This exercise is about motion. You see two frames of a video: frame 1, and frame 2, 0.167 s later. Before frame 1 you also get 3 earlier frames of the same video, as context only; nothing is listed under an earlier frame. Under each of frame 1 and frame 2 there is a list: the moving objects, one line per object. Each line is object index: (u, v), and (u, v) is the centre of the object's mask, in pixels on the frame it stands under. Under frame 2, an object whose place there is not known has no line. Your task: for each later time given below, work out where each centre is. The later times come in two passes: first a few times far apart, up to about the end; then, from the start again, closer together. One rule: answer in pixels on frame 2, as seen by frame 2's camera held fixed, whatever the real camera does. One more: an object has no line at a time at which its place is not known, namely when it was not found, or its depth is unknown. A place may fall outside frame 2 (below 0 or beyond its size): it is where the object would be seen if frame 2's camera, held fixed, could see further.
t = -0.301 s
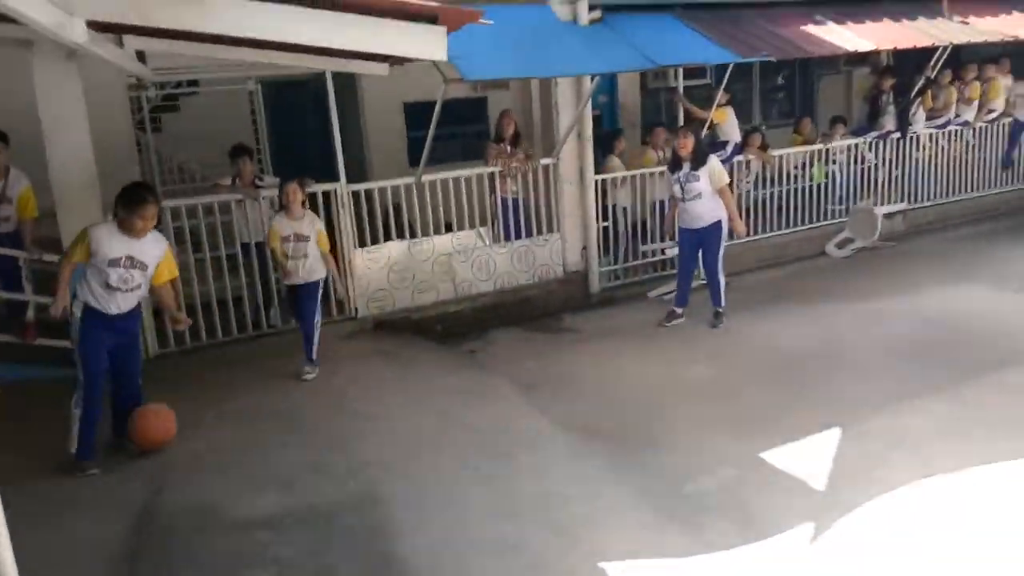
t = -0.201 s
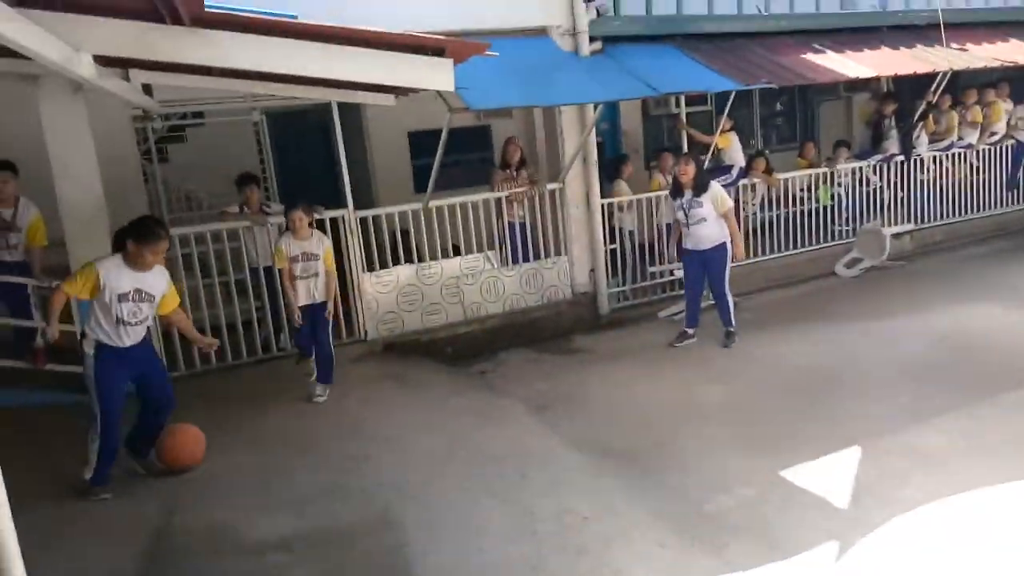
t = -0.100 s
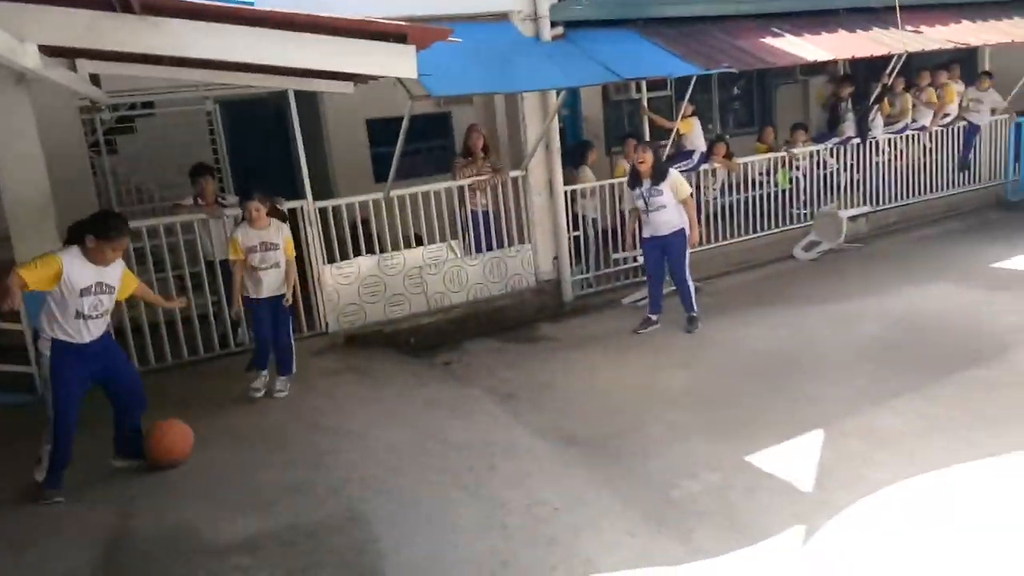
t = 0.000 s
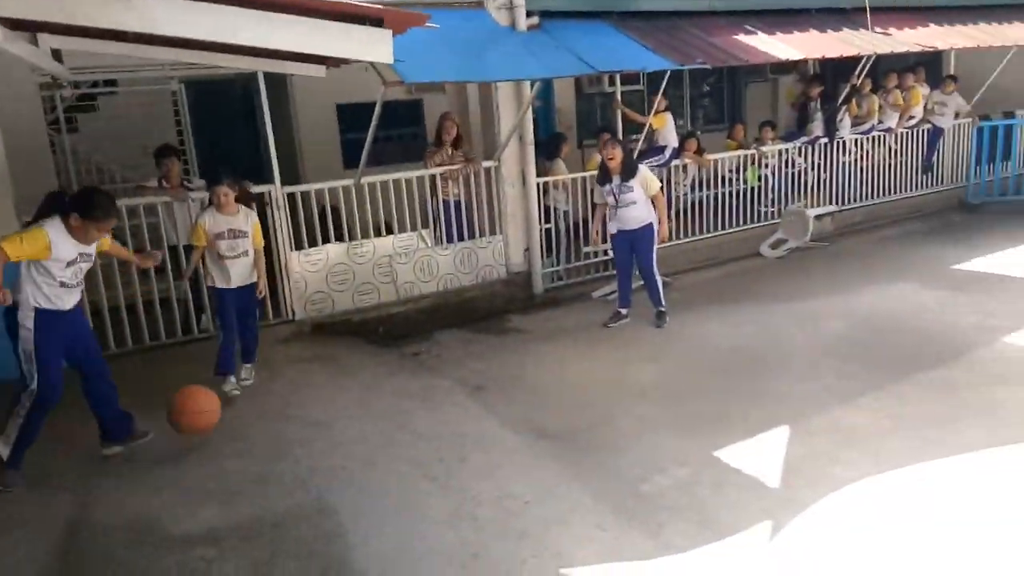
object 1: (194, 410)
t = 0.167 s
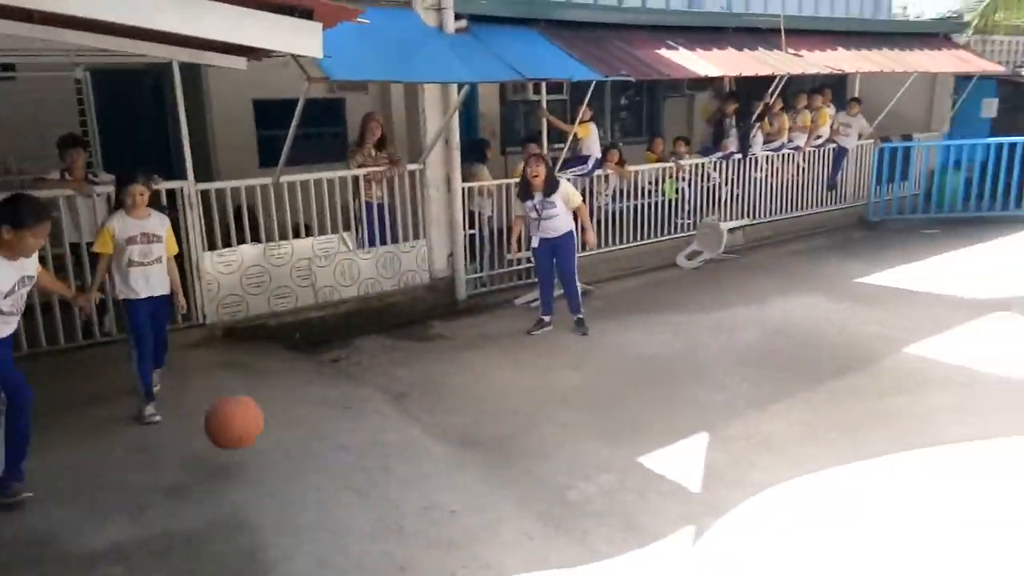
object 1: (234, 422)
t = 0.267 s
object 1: (321, 456)
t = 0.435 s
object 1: (439, 461)
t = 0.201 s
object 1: (263, 431)
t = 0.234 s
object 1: (291, 442)
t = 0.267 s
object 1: (321, 456)
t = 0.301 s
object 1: (352, 471)
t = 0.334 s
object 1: (374, 470)
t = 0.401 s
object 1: (416, 460)
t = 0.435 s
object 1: (439, 461)
